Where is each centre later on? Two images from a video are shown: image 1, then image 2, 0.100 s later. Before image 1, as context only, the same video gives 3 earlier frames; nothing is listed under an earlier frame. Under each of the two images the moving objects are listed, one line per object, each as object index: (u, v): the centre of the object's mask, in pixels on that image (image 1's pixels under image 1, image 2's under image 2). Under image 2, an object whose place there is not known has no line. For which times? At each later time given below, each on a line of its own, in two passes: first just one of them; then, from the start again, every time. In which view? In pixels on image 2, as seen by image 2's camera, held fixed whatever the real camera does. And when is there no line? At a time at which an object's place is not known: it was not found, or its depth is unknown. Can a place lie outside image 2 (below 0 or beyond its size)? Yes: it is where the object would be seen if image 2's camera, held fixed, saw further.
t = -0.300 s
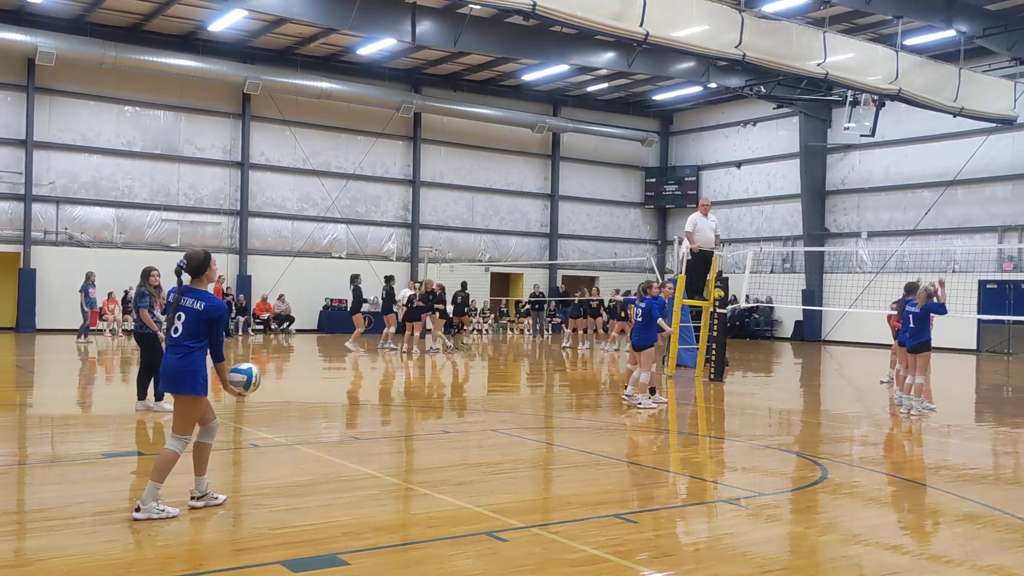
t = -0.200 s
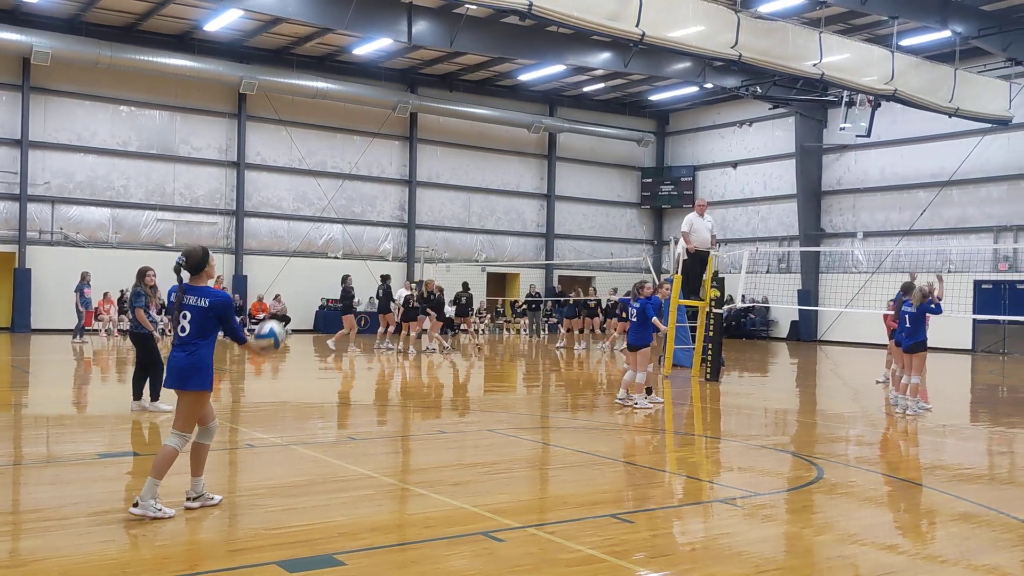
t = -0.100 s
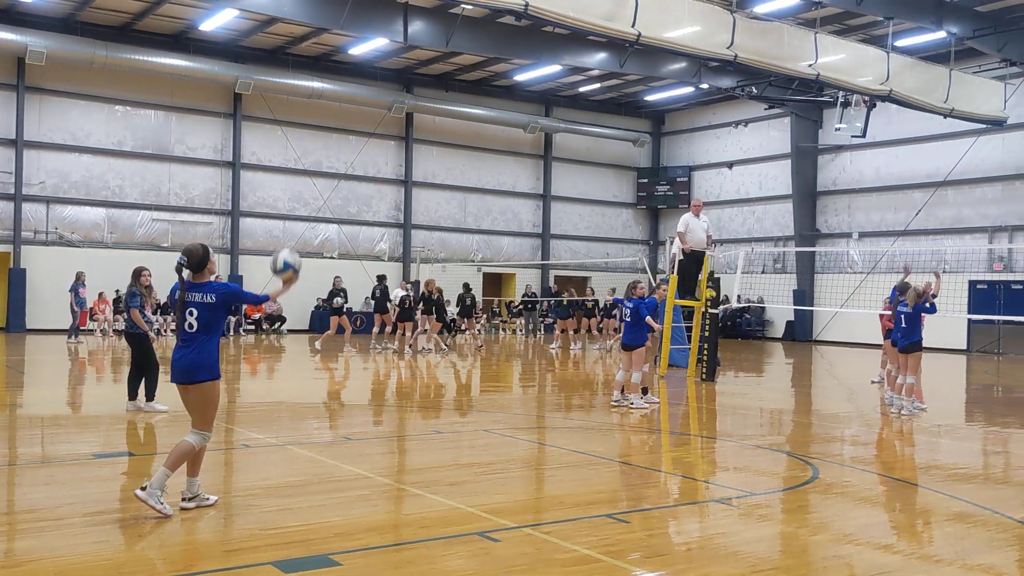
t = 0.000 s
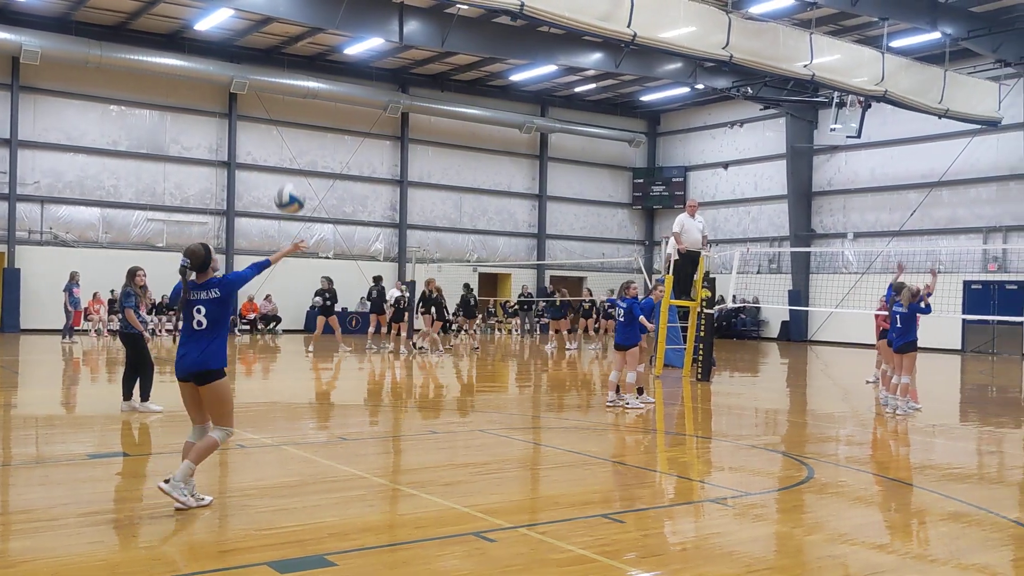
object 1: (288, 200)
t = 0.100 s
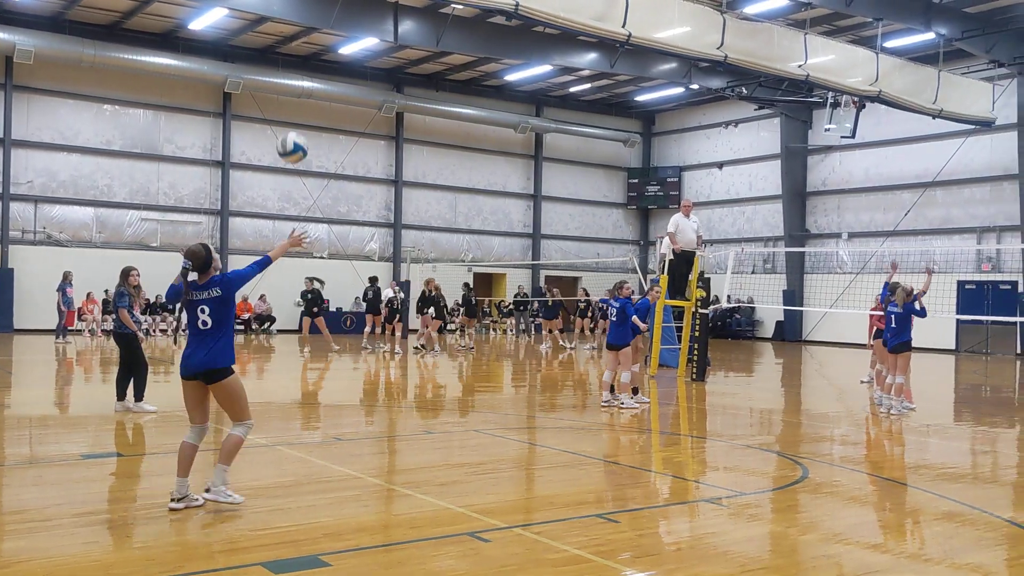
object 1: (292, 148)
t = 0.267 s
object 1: (305, 96)
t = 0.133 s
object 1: (295, 134)
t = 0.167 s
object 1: (298, 122)
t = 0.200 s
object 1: (300, 112)
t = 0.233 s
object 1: (303, 103)
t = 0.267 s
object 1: (305, 96)
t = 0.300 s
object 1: (308, 90)
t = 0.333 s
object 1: (310, 87)
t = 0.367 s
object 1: (313, 85)
